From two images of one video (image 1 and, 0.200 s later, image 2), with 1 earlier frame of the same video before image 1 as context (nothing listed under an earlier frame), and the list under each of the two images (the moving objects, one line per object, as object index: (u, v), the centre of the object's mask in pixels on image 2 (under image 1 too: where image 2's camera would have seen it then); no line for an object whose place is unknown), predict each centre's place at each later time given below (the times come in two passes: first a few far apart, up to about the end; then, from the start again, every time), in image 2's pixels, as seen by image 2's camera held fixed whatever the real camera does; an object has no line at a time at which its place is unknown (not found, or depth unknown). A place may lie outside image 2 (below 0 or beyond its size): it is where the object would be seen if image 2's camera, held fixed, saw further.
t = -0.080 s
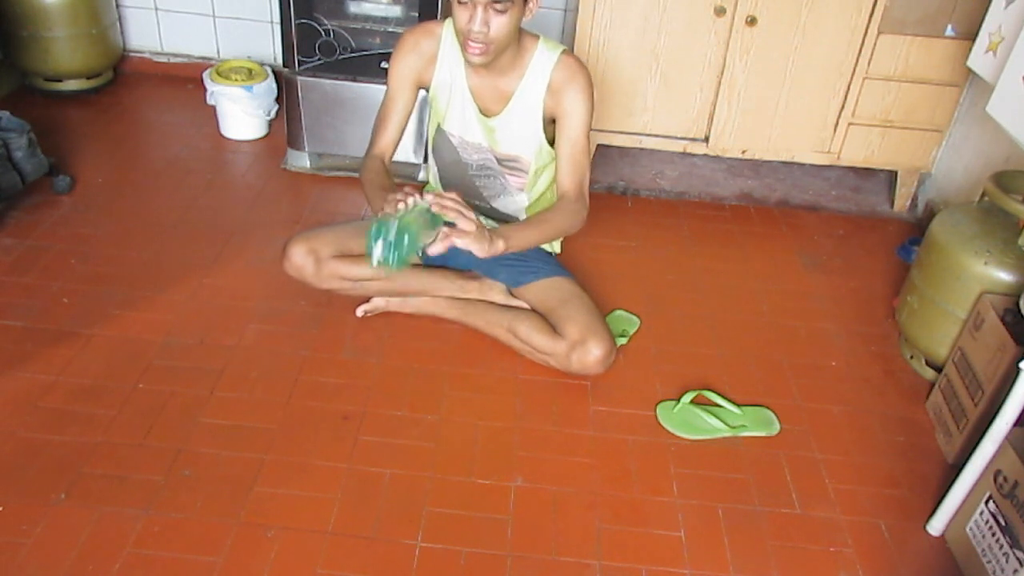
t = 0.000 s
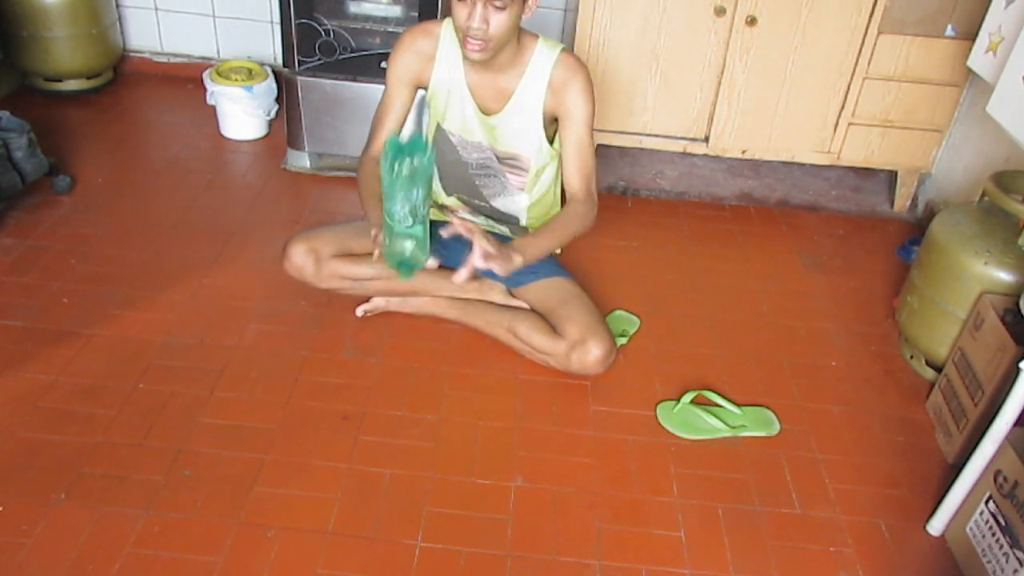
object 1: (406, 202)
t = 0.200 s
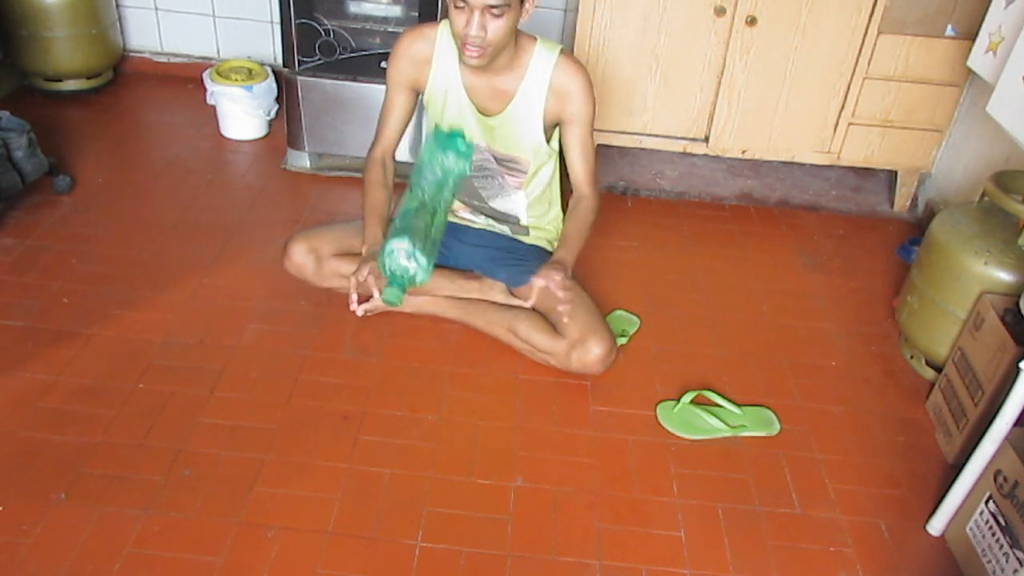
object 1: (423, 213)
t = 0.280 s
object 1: (430, 277)
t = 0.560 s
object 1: (447, 477)
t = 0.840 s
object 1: (468, 482)
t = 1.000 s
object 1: (482, 484)
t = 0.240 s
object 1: (428, 239)
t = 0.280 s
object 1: (430, 277)
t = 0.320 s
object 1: (433, 316)
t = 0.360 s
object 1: (435, 362)
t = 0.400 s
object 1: (437, 410)
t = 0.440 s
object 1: (437, 462)
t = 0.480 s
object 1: (442, 477)
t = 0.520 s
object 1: (444, 475)
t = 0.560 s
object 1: (447, 477)
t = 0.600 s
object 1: (450, 480)
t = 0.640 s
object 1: (453, 480)
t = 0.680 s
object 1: (455, 481)
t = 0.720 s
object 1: (458, 481)
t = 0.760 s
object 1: (461, 482)
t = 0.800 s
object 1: (464, 482)
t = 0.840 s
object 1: (468, 482)
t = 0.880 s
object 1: (472, 482)
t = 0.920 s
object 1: (475, 483)
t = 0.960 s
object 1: (479, 484)
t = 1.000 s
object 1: (482, 484)
